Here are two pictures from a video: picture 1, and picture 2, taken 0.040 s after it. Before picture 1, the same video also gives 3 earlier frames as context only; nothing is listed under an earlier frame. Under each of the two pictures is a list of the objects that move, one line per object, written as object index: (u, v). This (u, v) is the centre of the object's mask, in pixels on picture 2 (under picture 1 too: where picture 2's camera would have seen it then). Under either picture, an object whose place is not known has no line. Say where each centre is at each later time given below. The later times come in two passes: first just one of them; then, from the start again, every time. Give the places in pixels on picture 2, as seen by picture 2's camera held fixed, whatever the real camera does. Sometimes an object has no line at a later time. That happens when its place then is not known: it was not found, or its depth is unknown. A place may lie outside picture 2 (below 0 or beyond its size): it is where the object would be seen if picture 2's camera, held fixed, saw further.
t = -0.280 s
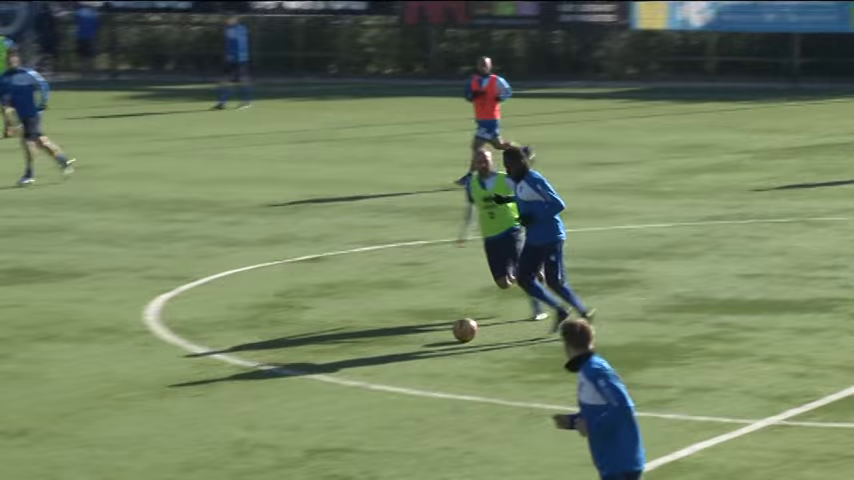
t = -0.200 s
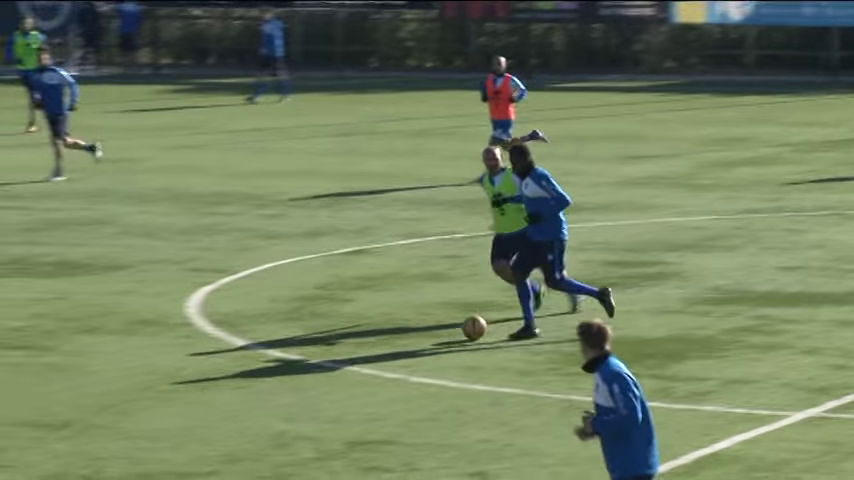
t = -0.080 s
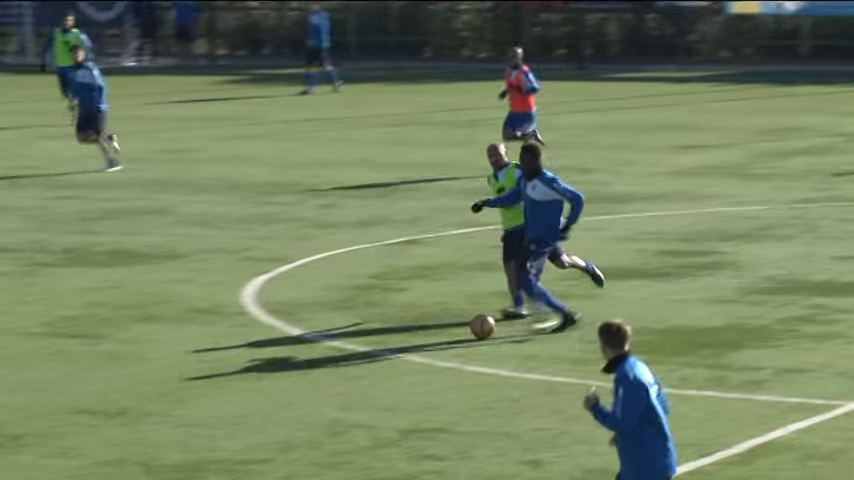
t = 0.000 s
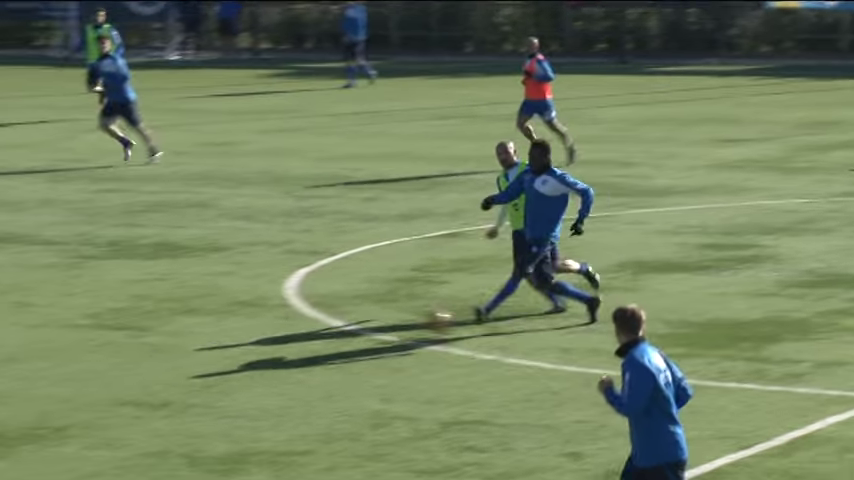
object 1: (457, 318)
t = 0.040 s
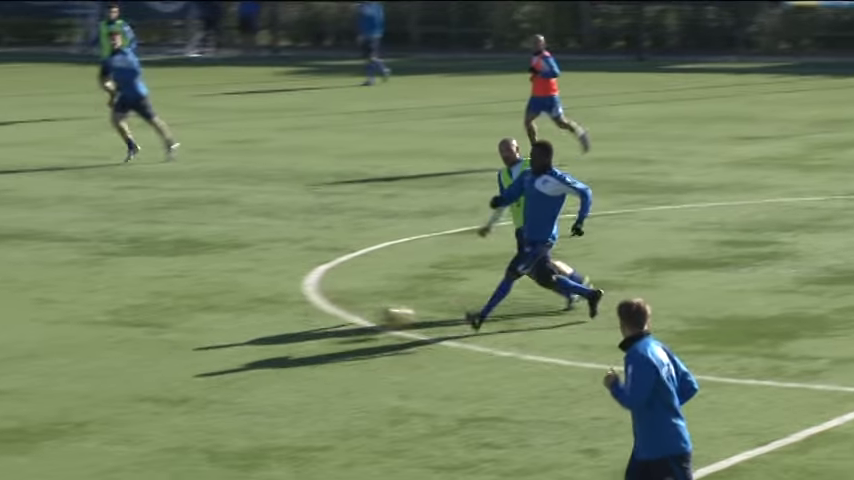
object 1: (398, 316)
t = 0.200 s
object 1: (136, 334)
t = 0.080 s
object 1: (326, 320)
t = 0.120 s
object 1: (260, 321)
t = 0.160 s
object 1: (198, 325)
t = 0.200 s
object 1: (136, 334)
